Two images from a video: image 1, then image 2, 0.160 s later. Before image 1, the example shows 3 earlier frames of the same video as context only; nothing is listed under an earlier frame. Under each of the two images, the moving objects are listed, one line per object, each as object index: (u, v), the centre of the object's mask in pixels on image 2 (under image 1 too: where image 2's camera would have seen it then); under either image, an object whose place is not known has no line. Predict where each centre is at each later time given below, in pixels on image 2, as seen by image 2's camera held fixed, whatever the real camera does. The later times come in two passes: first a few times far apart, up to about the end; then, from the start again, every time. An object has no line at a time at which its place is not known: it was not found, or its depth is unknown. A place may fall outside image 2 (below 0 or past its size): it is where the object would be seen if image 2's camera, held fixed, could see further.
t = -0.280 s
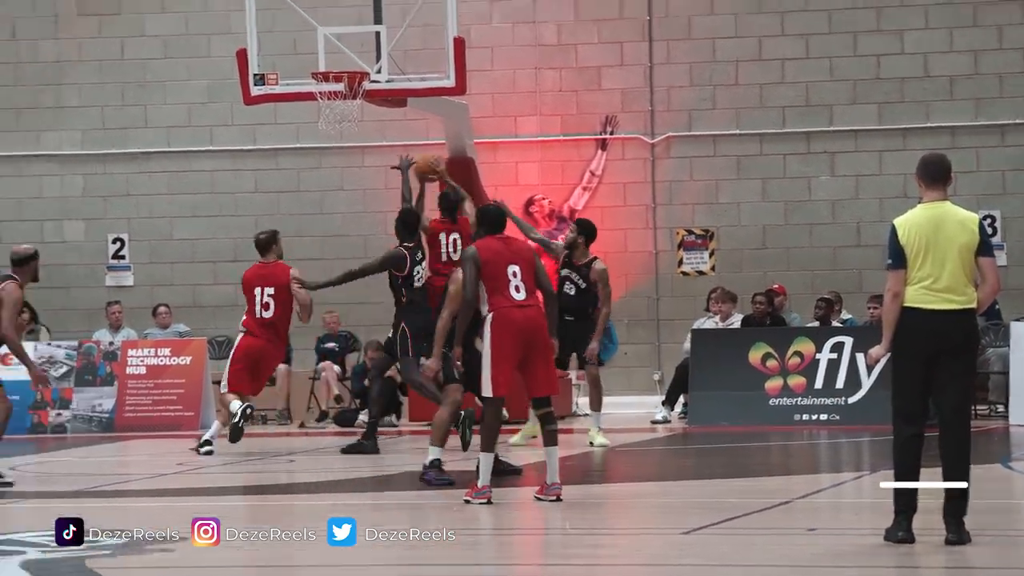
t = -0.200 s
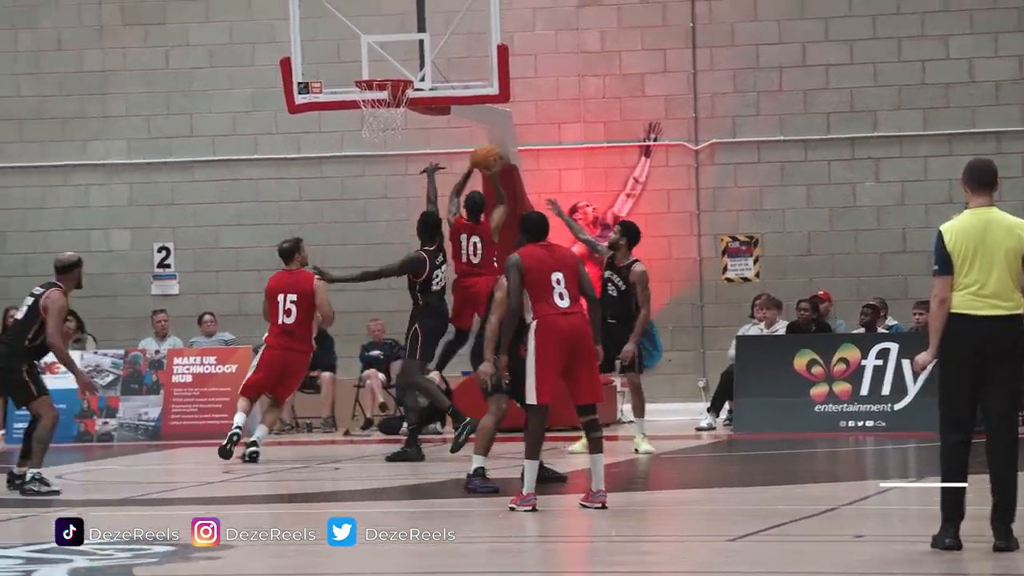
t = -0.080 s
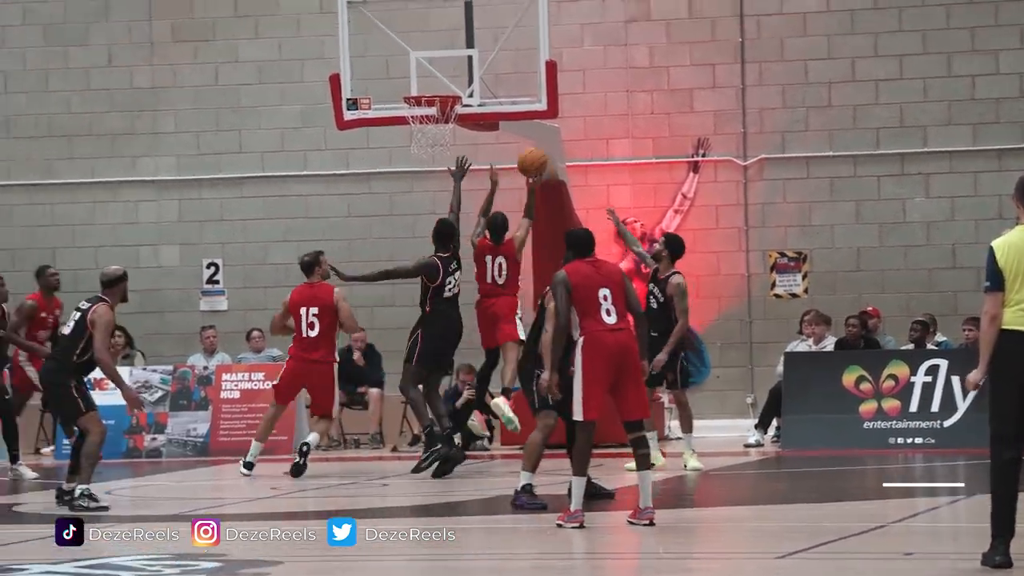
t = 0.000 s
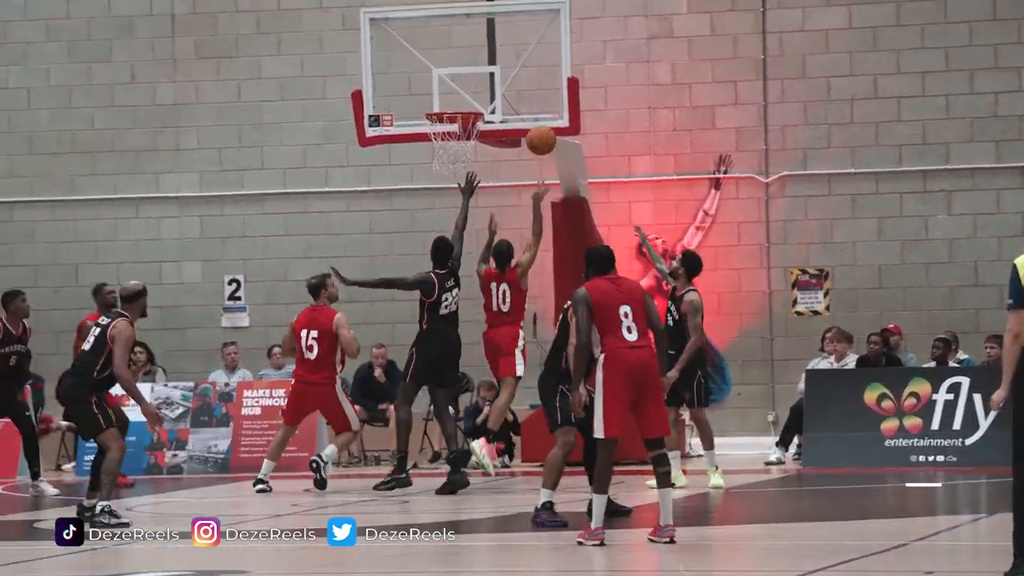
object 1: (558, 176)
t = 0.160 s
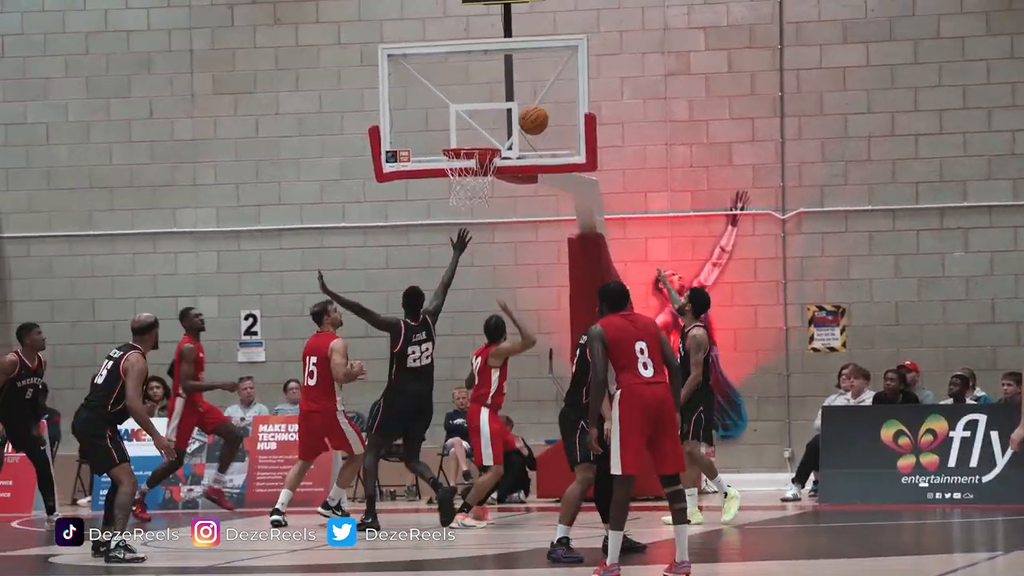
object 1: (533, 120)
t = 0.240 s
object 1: (522, 104)
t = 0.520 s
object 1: (483, 108)
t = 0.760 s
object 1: (474, 160)
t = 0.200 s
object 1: (527, 111)
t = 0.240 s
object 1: (522, 104)
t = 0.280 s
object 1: (516, 99)
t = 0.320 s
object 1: (510, 96)
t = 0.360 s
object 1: (504, 95)
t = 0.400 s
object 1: (499, 96)
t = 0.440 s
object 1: (494, 99)
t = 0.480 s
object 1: (488, 103)
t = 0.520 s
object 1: (483, 108)
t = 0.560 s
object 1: (477, 114)
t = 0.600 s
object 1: (471, 123)
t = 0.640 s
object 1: (465, 133)
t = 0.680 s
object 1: (458, 141)
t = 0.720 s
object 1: (463, 153)
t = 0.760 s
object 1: (474, 160)
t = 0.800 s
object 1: (483, 171)
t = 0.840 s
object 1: (491, 178)
